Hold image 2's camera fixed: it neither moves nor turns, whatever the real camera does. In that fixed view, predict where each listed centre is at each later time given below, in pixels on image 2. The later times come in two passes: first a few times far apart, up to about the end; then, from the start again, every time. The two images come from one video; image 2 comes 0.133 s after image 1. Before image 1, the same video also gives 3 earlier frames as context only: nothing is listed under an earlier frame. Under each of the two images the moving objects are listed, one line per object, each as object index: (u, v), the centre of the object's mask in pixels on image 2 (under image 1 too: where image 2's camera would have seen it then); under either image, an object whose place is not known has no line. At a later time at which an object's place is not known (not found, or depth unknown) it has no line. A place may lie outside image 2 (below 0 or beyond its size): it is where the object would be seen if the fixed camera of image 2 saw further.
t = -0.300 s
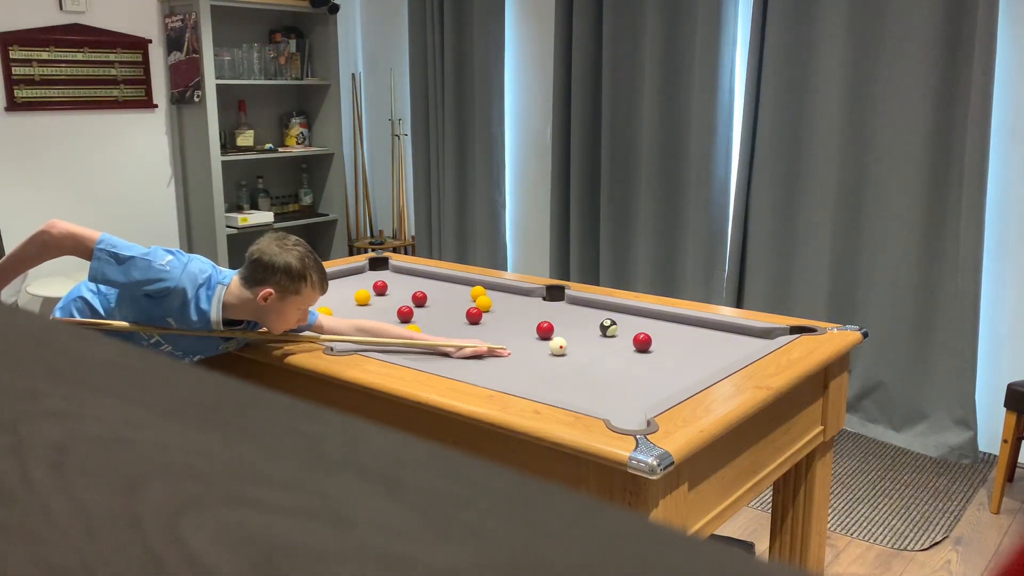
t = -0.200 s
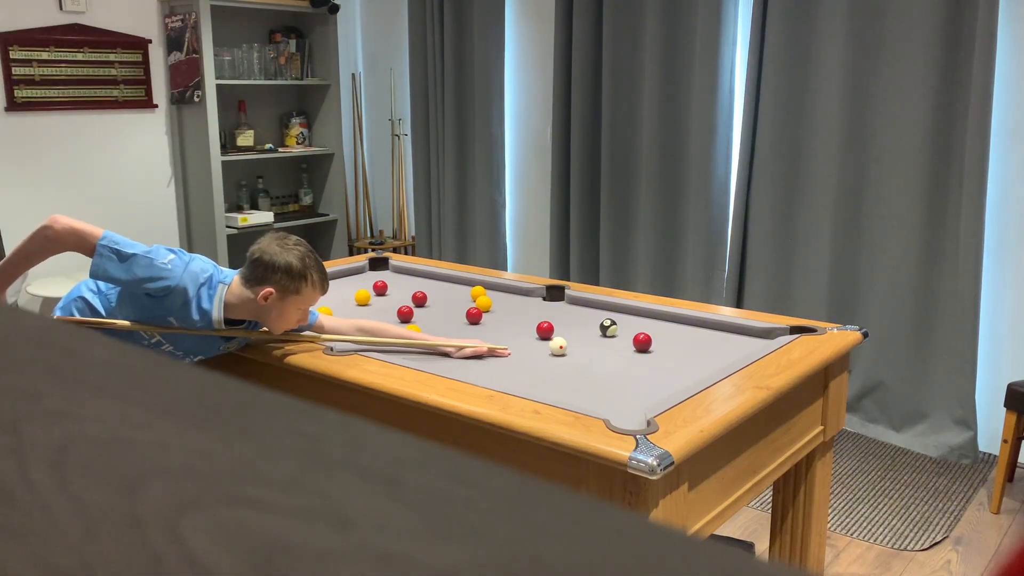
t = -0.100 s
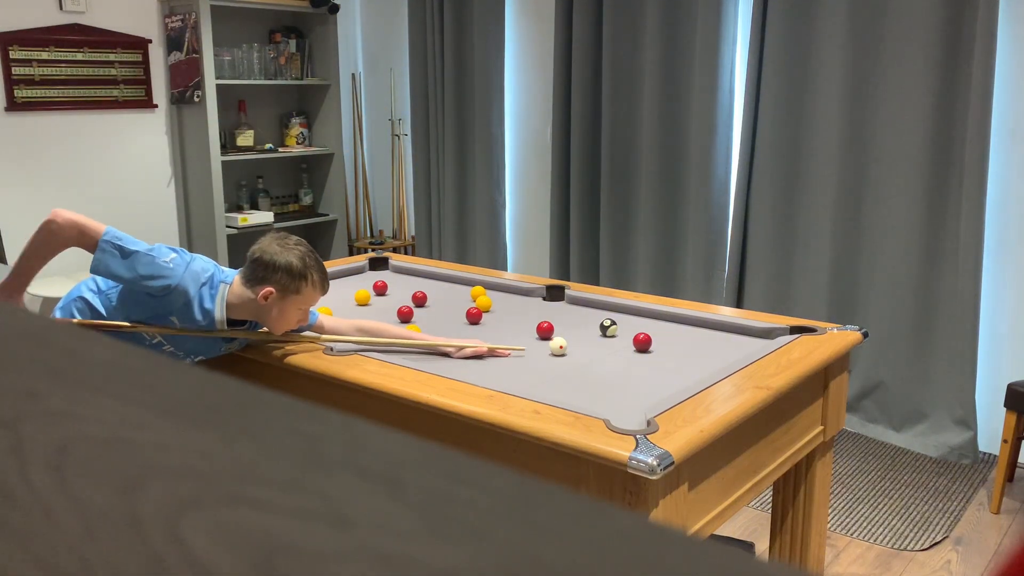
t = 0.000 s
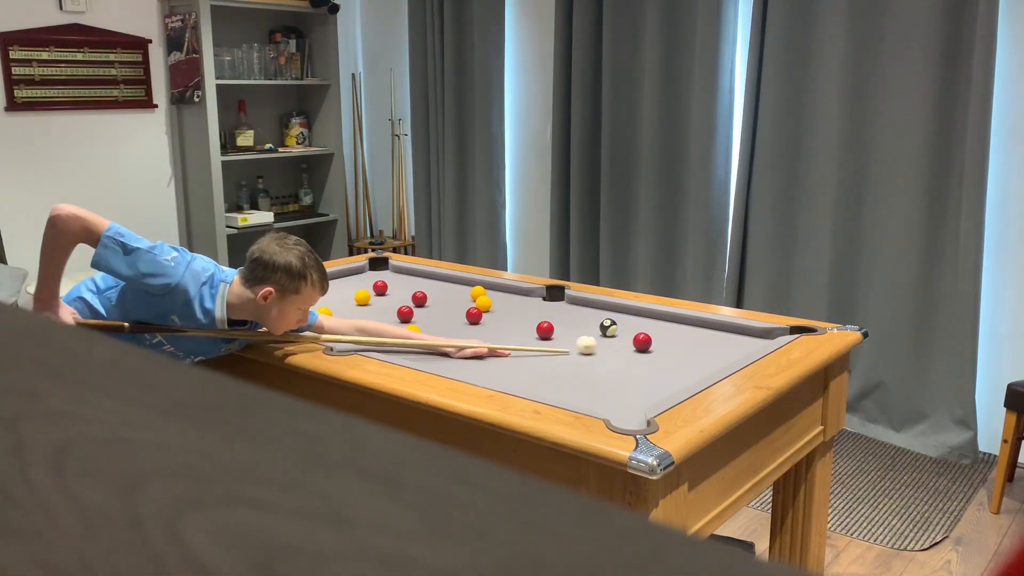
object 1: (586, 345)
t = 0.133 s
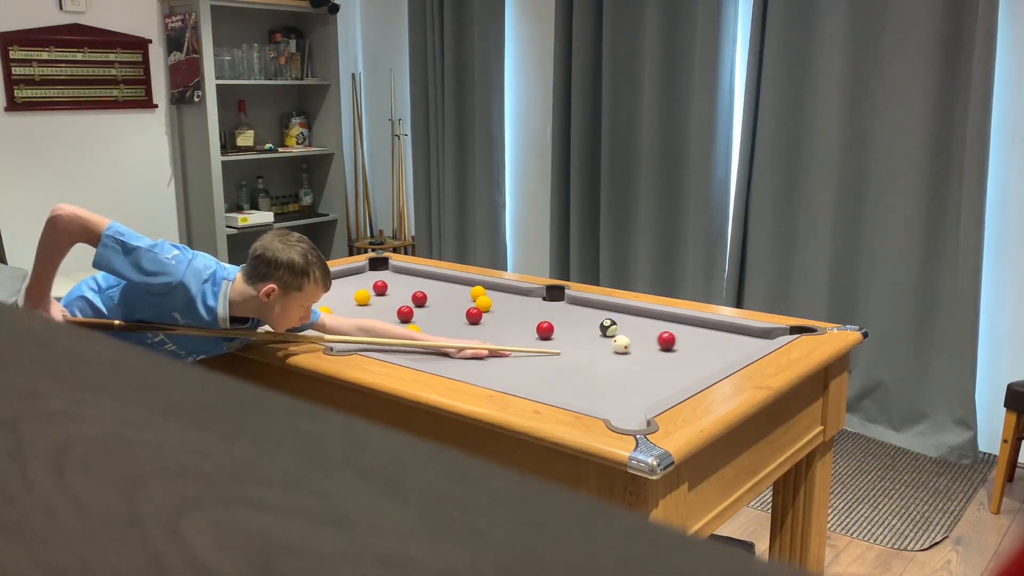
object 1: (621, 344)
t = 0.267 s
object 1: (614, 345)
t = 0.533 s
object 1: (603, 346)
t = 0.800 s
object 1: (594, 347)
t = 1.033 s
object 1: (589, 348)
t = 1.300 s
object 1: (585, 349)
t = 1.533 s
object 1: (584, 349)
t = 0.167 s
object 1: (619, 344)
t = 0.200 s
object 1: (618, 345)
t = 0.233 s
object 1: (616, 344)
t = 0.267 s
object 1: (614, 345)
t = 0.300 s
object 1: (613, 345)
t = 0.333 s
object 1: (611, 345)
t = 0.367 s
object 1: (610, 345)
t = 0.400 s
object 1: (608, 346)
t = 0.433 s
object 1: (607, 346)
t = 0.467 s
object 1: (605, 346)
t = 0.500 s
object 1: (604, 346)
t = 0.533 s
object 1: (603, 346)
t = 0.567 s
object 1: (601, 346)
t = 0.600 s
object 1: (600, 346)
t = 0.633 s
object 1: (599, 347)
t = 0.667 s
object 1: (598, 347)
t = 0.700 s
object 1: (597, 347)
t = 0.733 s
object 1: (596, 347)
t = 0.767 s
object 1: (595, 347)
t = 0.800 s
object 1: (594, 347)
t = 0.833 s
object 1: (593, 347)
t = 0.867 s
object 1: (592, 348)
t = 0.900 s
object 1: (592, 348)
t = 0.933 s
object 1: (591, 348)
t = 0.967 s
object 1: (590, 348)
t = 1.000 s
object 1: (589, 348)
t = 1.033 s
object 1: (589, 348)
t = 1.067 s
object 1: (588, 348)
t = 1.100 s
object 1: (588, 348)
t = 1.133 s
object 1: (587, 348)
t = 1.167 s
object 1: (587, 348)
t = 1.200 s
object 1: (586, 349)
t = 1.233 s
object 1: (586, 349)
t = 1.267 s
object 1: (585, 349)
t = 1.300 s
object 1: (585, 349)
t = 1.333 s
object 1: (585, 349)
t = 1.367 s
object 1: (585, 349)
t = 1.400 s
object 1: (584, 349)
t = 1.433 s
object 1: (584, 349)
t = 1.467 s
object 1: (584, 349)
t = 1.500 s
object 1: (584, 349)
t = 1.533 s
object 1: (584, 349)
